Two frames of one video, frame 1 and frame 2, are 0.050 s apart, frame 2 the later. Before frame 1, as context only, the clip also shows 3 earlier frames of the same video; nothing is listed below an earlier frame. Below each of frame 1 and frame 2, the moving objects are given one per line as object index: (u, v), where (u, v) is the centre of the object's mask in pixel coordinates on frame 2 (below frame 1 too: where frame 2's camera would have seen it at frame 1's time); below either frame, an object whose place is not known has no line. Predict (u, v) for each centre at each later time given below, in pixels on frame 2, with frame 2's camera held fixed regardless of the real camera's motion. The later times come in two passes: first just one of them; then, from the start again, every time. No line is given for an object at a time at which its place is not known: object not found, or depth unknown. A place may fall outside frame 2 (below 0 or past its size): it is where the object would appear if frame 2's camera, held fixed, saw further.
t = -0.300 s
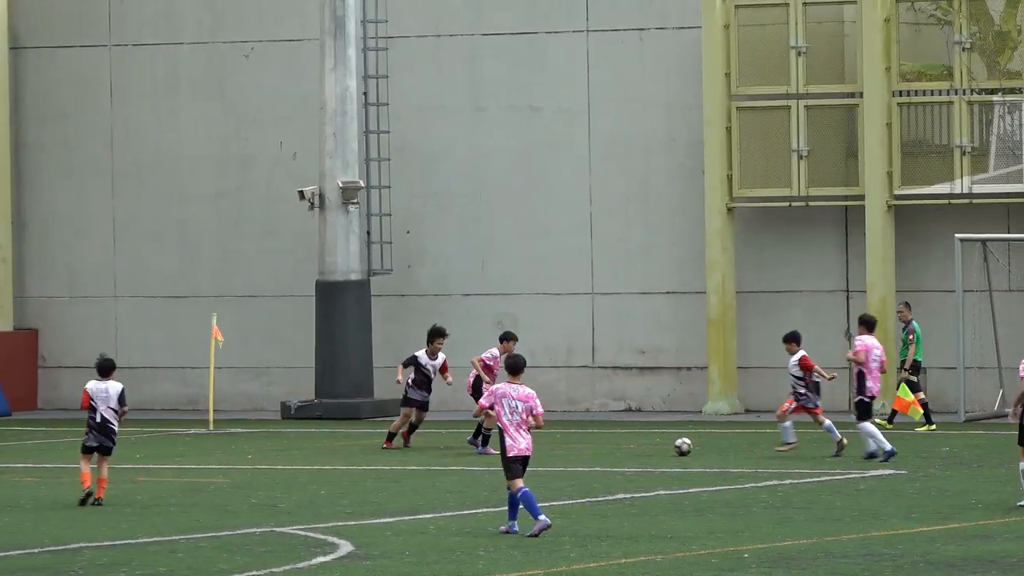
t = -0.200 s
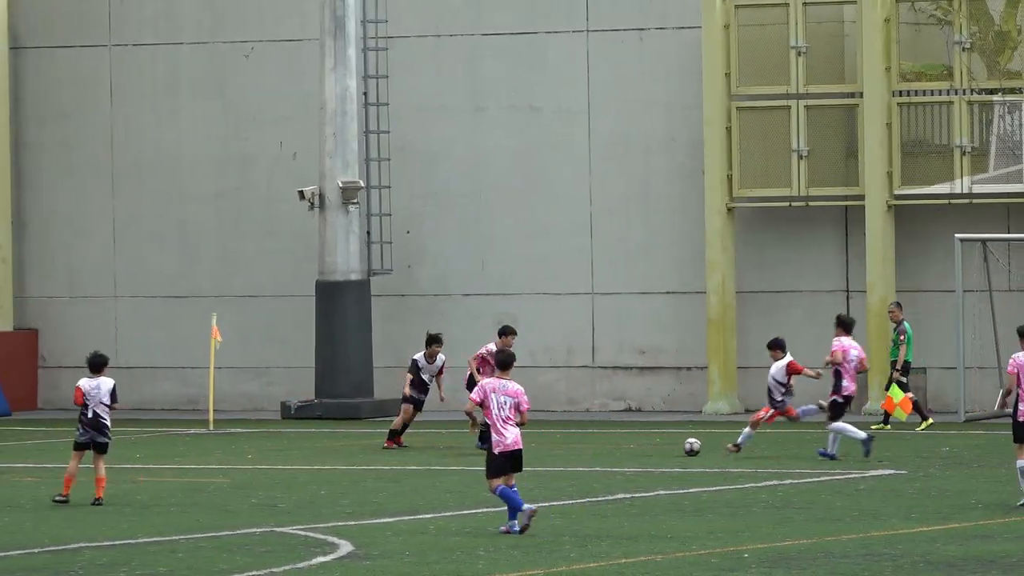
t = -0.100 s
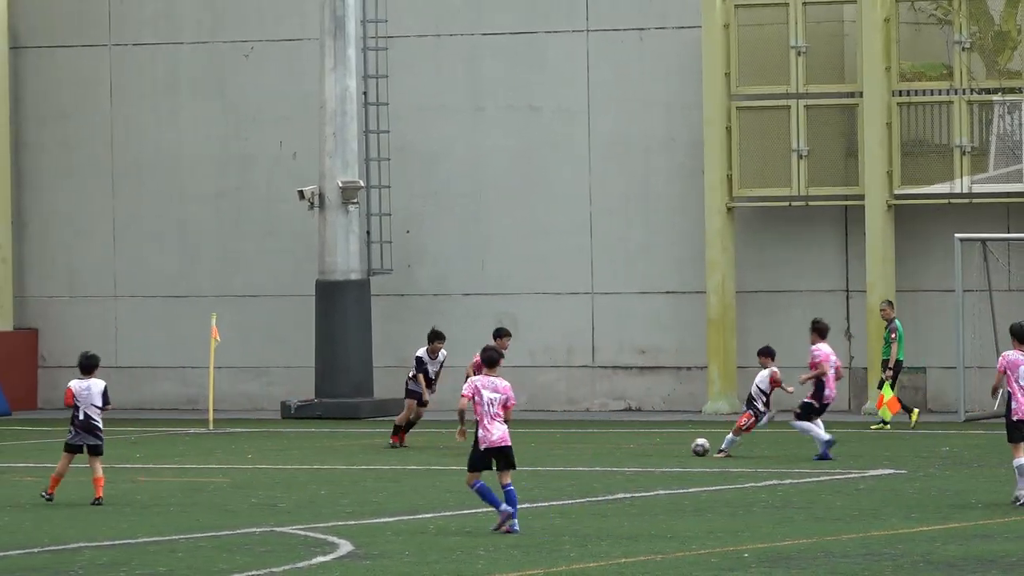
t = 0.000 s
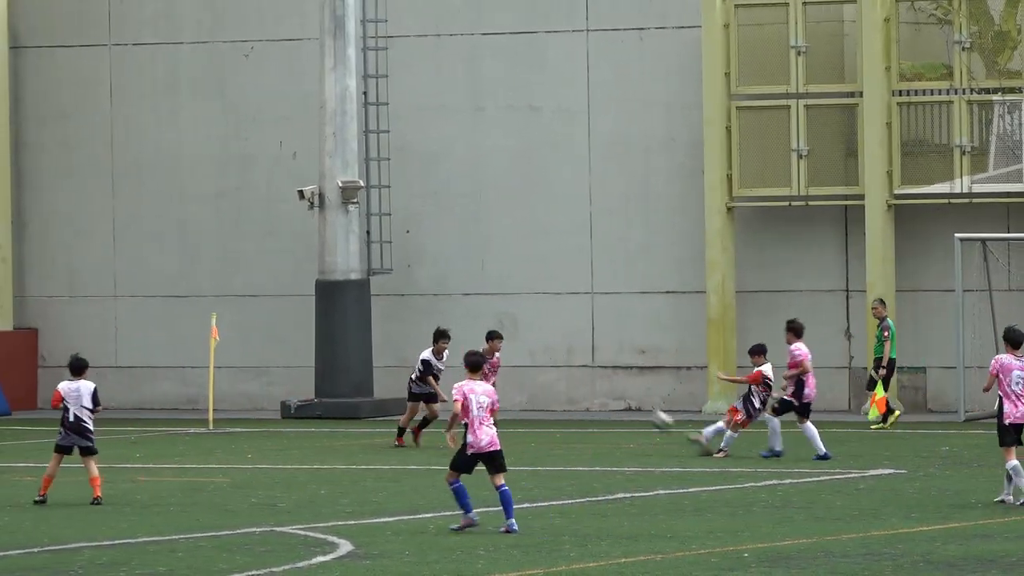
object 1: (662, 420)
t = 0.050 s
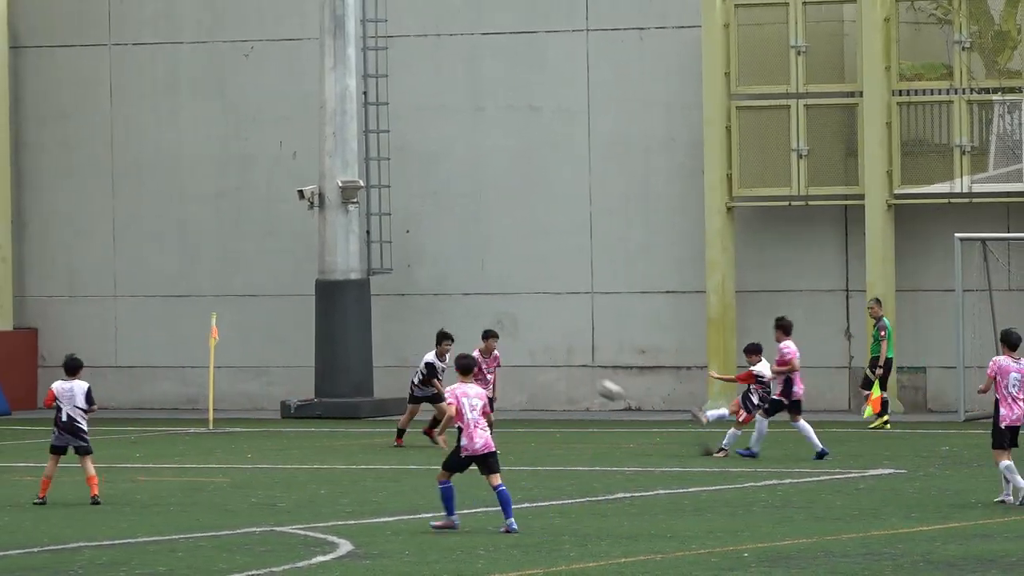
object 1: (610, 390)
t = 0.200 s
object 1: (458, 308)
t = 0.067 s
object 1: (592, 380)
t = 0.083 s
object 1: (575, 370)
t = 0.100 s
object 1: (559, 361)
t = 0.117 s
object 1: (541, 352)
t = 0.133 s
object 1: (524, 343)
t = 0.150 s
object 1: (508, 333)
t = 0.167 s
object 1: (492, 323)
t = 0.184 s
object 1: (474, 316)
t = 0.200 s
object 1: (458, 308)
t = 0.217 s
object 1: (442, 300)
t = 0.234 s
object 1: (425, 291)
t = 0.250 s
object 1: (409, 283)
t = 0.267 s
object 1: (392, 275)
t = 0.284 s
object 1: (377, 266)
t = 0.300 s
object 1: (360, 260)
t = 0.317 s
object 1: (343, 252)
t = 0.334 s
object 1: (327, 245)
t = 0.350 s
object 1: (310, 237)
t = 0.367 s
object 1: (294, 230)
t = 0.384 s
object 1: (279, 224)
